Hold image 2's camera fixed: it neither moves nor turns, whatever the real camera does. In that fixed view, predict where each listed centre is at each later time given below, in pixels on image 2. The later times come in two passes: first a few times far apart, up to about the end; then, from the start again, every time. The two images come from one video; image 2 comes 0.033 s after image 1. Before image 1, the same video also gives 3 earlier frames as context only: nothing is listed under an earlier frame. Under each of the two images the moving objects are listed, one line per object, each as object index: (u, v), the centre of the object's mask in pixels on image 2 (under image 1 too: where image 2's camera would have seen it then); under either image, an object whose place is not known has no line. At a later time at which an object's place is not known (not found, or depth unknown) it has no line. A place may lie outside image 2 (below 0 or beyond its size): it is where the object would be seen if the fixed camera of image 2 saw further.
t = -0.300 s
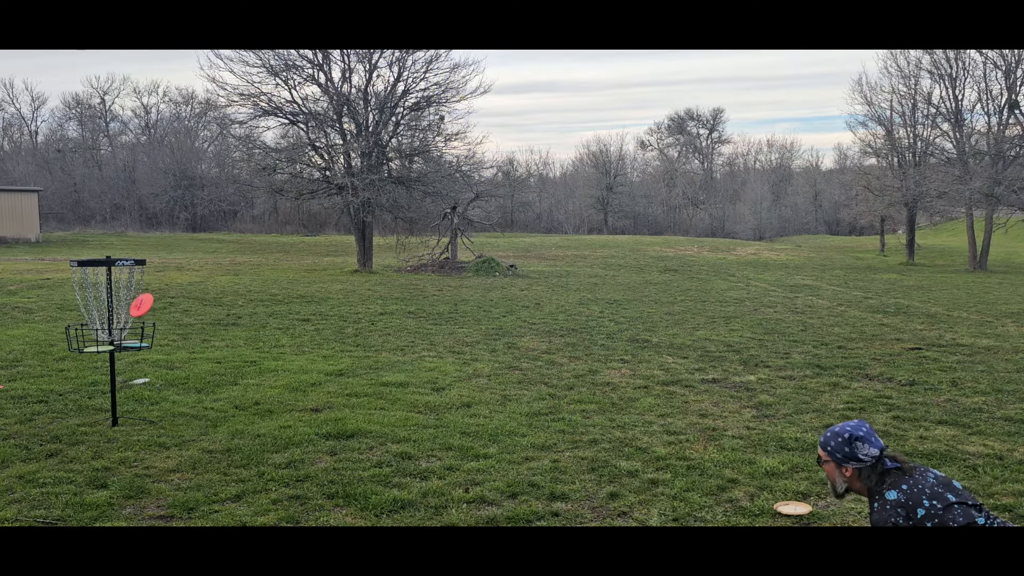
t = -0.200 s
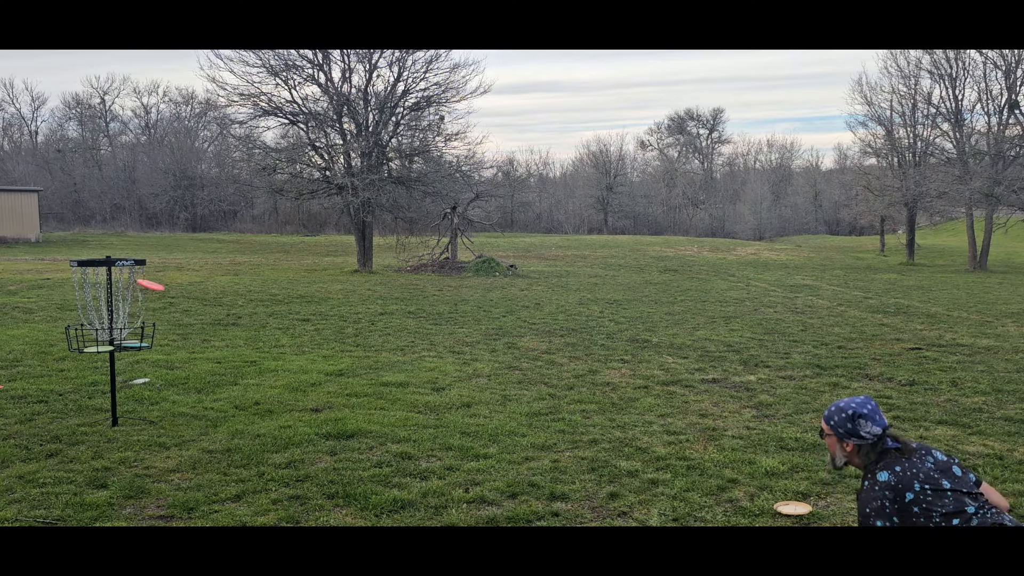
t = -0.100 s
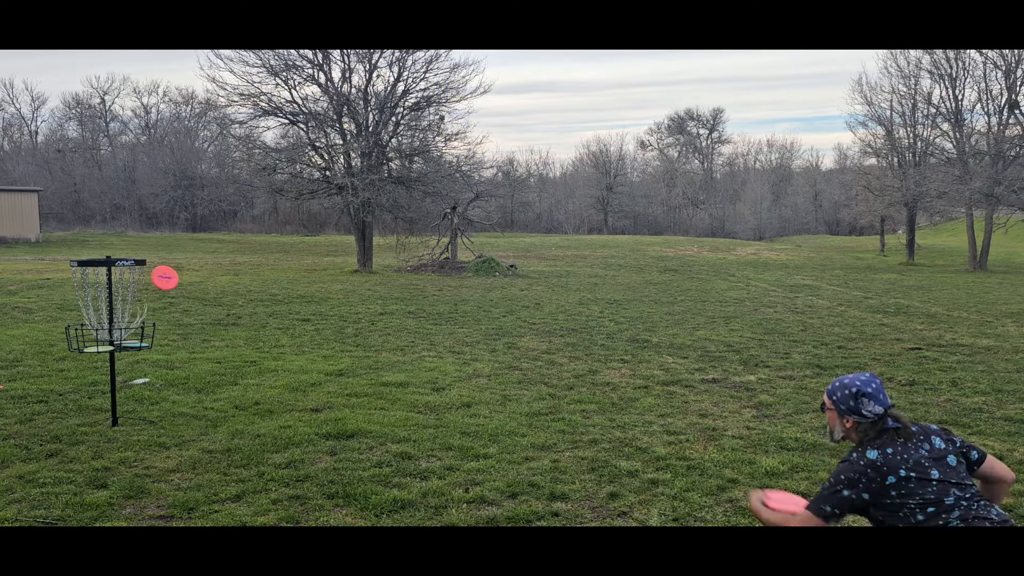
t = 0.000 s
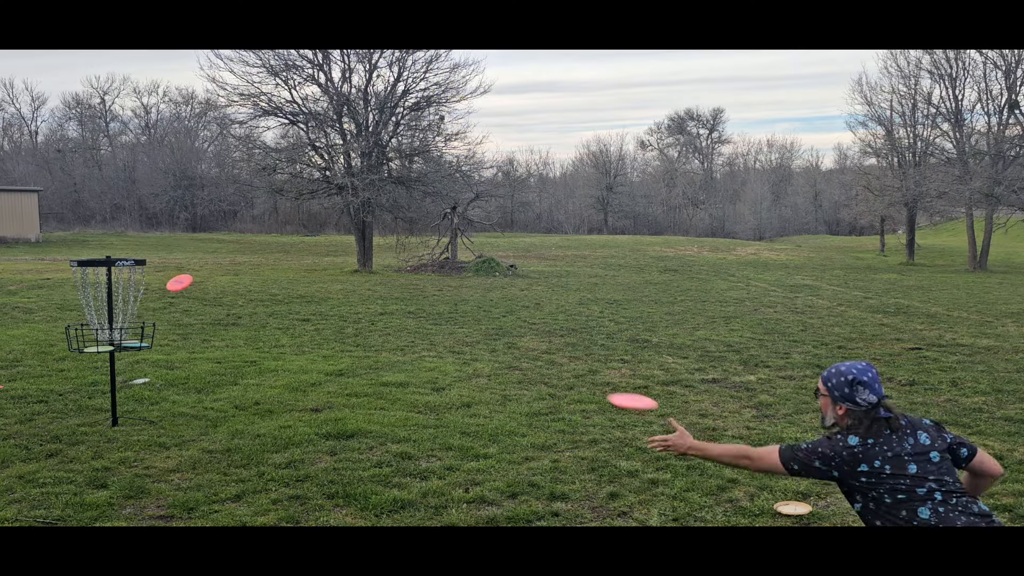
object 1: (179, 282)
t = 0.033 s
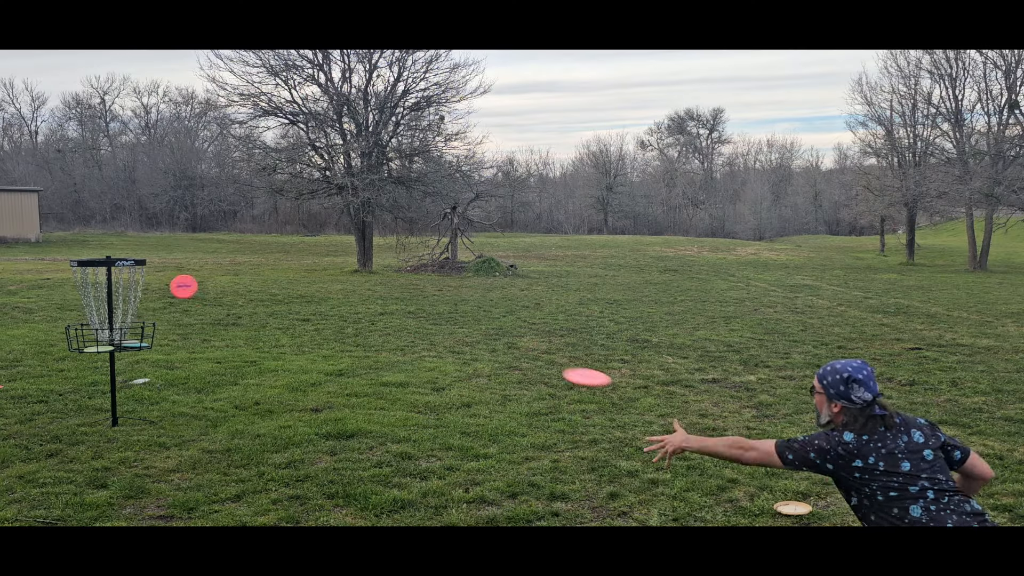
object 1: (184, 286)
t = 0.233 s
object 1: (212, 333)
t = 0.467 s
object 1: (240, 409)
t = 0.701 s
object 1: (242, 404)
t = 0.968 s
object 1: (241, 409)
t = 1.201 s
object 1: (241, 409)
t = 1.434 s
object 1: (241, 409)
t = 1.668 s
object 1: (241, 409)
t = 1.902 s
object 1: (242, 409)
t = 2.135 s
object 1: (244, 408)
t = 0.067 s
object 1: (188, 291)
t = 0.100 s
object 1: (193, 298)
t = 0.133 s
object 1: (198, 305)
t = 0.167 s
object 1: (203, 313)
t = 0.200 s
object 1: (208, 323)
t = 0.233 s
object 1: (212, 333)
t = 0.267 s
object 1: (217, 345)
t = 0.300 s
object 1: (222, 357)
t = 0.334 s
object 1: (228, 369)
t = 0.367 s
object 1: (232, 383)
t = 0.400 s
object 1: (237, 398)
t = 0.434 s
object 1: (240, 409)
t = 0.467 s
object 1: (240, 409)
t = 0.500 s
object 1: (241, 406)
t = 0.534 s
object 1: (241, 403)
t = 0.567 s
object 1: (242, 402)
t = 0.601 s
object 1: (242, 402)
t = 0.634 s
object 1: (242, 402)
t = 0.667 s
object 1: (242, 403)
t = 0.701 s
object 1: (242, 404)
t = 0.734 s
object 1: (241, 405)
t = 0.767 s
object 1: (241, 407)
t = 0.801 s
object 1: (241, 409)
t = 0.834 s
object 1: (241, 409)
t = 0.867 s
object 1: (240, 409)
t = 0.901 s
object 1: (240, 409)
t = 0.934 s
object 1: (240, 409)
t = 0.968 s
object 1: (241, 409)
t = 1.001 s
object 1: (241, 409)
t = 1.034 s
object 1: (241, 409)
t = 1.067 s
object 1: (241, 409)
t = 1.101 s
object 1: (241, 409)
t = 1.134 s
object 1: (241, 409)
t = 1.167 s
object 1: (240, 409)
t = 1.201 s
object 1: (241, 409)
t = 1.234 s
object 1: (241, 409)
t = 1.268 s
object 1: (241, 409)
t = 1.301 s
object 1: (241, 409)
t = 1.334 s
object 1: (241, 409)
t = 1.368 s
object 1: (241, 409)
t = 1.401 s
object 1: (241, 409)
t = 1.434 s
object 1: (241, 409)
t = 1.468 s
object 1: (240, 409)
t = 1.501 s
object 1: (241, 409)
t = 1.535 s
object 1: (241, 409)
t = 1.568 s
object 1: (241, 409)
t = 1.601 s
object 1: (241, 409)
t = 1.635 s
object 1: (241, 409)
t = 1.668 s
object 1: (241, 409)
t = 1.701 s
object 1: (241, 409)
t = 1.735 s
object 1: (241, 409)
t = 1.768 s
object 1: (241, 409)
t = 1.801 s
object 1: (241, 409)
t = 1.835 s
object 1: (241, 409)
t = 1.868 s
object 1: (242, 409)
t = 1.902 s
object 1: (242, 409)
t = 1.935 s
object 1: (242, 409)
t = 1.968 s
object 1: (243, 409)
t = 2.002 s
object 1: (243, 409)
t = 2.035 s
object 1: (243, 408)
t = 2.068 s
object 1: (243, 408)
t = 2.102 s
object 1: (243, 408)
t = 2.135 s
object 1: (244, 408)
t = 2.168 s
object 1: (244, 408)
